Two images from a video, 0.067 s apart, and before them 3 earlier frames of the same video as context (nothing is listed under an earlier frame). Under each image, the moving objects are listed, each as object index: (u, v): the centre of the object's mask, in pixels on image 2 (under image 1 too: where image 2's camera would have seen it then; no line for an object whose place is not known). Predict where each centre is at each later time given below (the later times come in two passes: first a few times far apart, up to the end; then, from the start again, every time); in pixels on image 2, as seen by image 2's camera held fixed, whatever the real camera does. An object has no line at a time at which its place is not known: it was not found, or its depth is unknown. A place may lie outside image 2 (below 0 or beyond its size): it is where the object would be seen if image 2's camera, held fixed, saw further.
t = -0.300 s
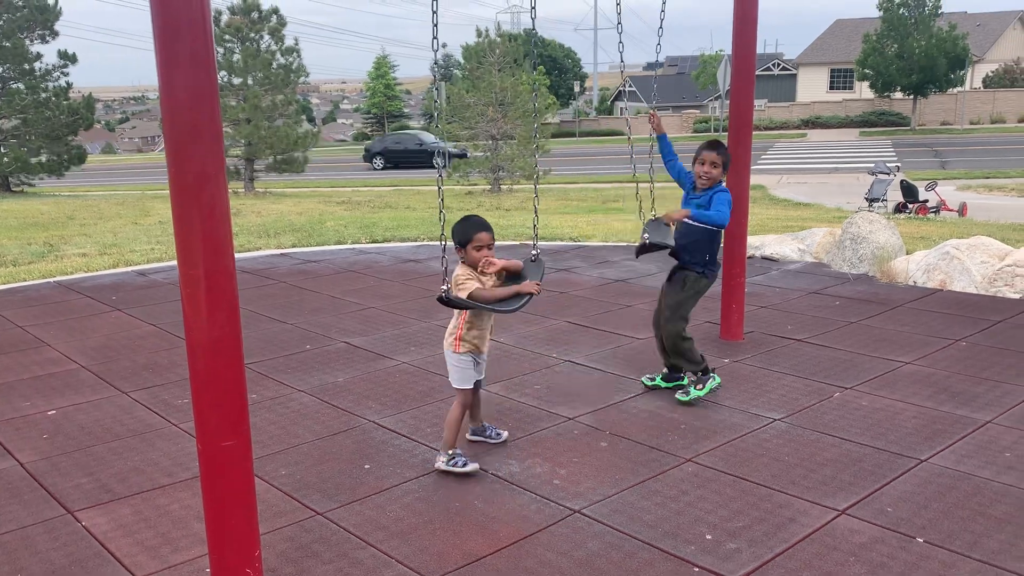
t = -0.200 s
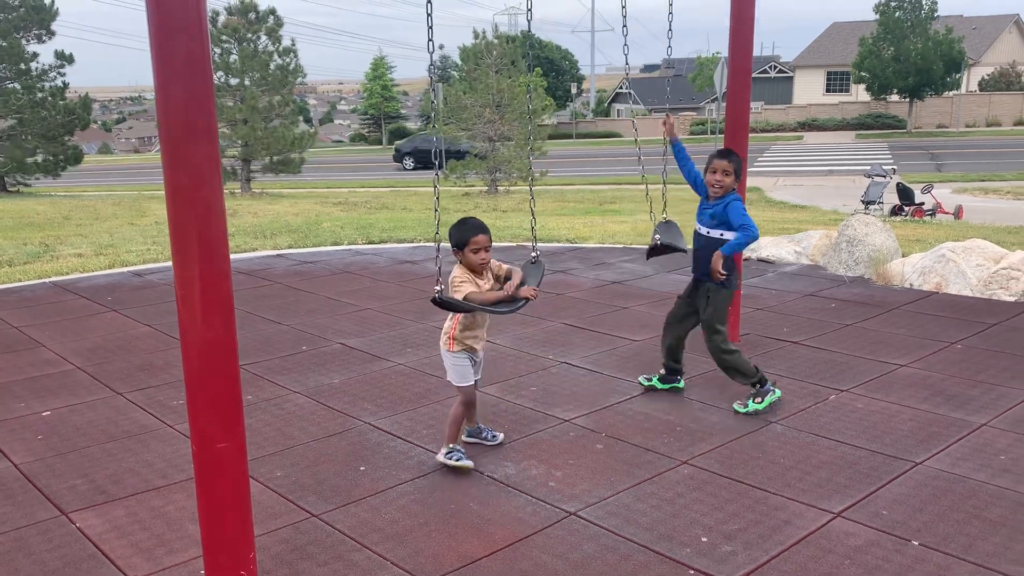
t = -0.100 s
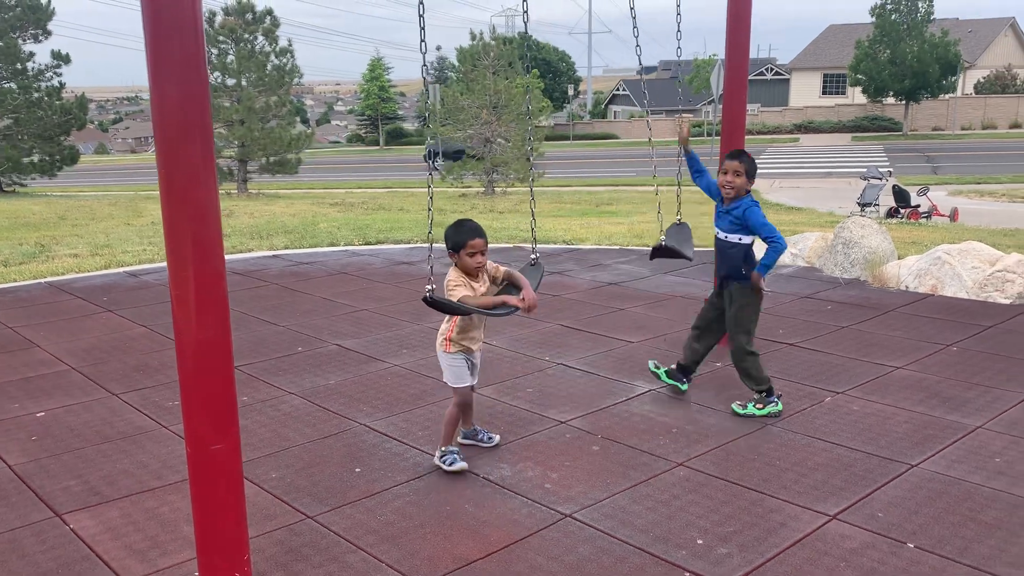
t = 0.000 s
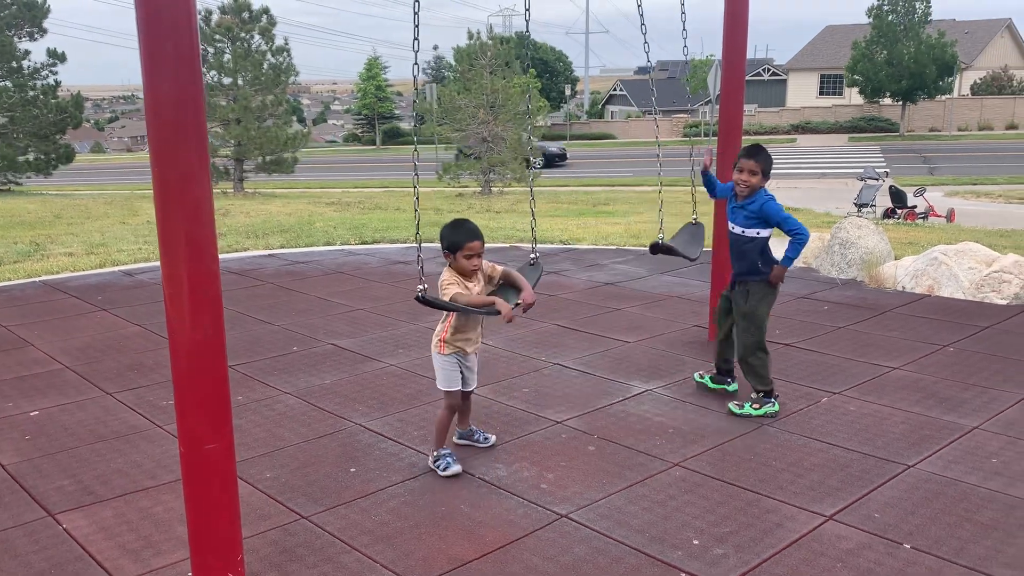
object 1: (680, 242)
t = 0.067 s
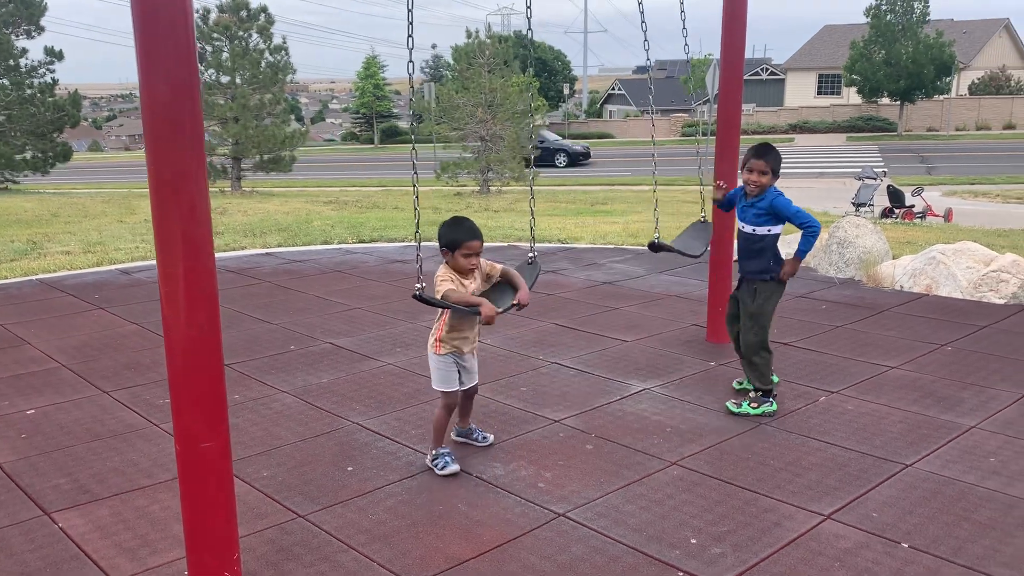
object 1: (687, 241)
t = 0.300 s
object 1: (690, 242)
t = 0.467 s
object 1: (686, 241)
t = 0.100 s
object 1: (690, 241)
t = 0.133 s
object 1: (691, 241)
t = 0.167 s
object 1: (692, 241)
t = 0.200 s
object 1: (692, 241)
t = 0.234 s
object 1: (691, 241)
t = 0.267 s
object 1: (691, 241)
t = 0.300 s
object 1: (690, 242)
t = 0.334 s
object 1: (689, 241)
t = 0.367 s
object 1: (689, 241)
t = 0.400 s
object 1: (687, 240)
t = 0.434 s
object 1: (686, 240)
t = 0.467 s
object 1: (686, 241)
